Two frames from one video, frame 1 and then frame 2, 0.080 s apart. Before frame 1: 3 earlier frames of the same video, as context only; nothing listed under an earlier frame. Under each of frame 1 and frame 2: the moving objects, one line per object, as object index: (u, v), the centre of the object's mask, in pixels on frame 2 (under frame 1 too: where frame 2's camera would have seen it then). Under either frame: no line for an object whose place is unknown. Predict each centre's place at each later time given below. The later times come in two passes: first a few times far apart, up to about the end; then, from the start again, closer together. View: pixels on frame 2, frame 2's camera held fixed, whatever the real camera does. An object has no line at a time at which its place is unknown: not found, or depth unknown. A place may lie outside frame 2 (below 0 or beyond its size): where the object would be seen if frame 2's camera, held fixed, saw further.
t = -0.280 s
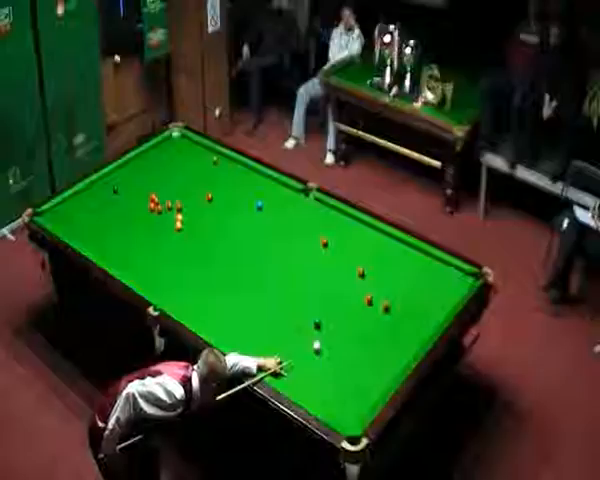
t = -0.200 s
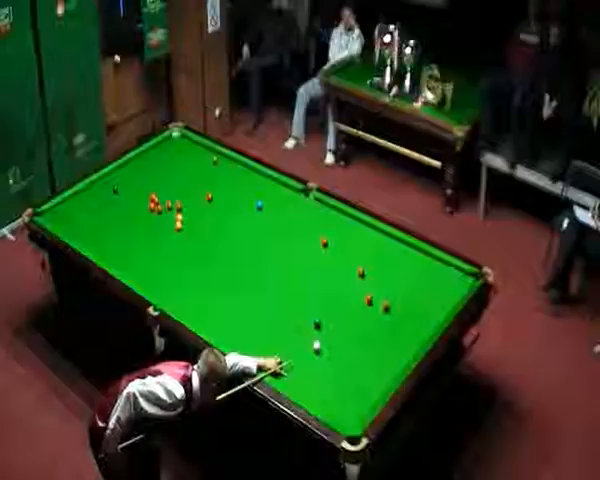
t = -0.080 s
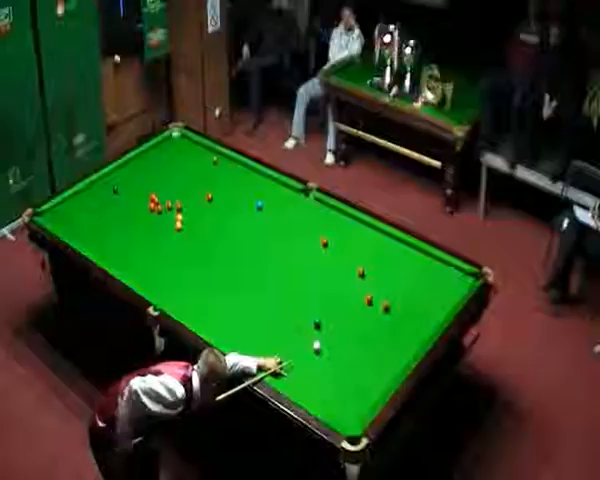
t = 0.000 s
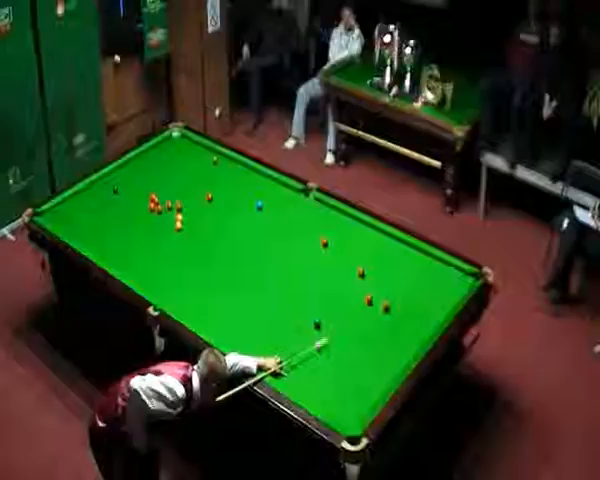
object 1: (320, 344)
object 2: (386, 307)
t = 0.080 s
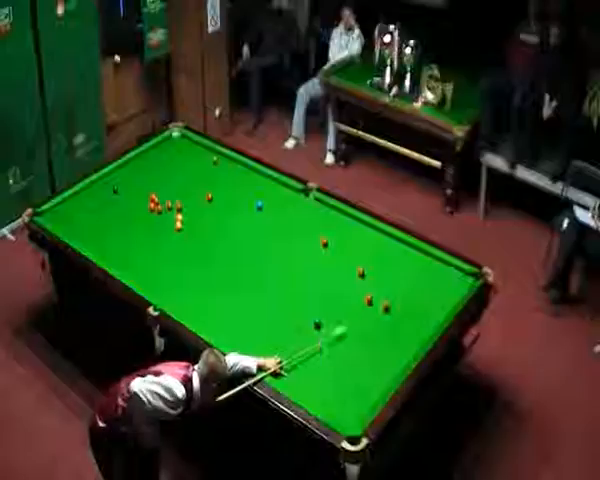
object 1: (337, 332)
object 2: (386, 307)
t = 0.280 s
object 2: (386, 307)
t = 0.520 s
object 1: (380, 297)
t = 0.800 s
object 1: (385, 283)
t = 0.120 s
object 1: (351, 327)
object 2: (386, 307)
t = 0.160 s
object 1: (356, 324)
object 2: (386, 307)
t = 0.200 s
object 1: (365, 319)
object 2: (386, 307)
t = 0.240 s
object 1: (370, 314)
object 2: (386, 307)
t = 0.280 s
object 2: (386, 307)
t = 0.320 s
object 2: (388, 306)
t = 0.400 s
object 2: (404, 303)
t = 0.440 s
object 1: (380, 300)
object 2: (409, 302)
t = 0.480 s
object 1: (380, 299)
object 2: (414, 299)
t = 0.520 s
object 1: (380, 297)
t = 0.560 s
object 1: (381, 295)
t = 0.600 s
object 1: (382, 293)
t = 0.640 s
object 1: (383, 291)
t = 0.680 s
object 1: (383, 289)
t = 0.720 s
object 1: (384, 287)
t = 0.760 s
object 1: (384, 285)
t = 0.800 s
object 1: (385, 283)
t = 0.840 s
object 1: (386, 281)
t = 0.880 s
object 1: (386, 280)
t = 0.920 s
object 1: (387, 278)
